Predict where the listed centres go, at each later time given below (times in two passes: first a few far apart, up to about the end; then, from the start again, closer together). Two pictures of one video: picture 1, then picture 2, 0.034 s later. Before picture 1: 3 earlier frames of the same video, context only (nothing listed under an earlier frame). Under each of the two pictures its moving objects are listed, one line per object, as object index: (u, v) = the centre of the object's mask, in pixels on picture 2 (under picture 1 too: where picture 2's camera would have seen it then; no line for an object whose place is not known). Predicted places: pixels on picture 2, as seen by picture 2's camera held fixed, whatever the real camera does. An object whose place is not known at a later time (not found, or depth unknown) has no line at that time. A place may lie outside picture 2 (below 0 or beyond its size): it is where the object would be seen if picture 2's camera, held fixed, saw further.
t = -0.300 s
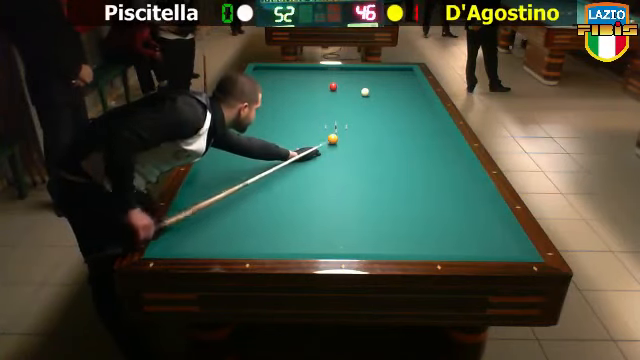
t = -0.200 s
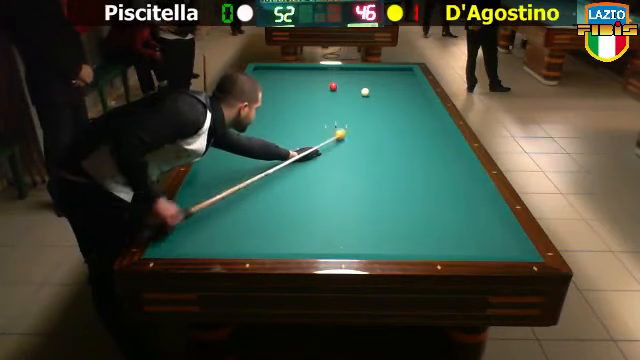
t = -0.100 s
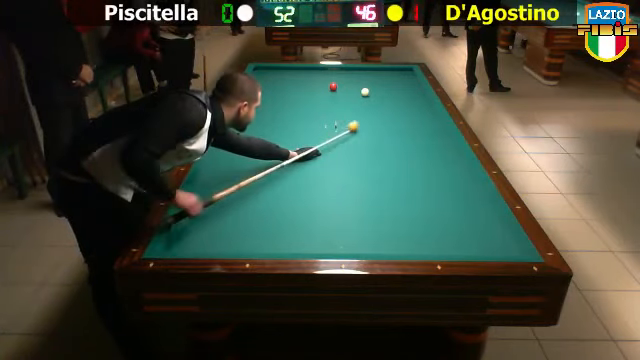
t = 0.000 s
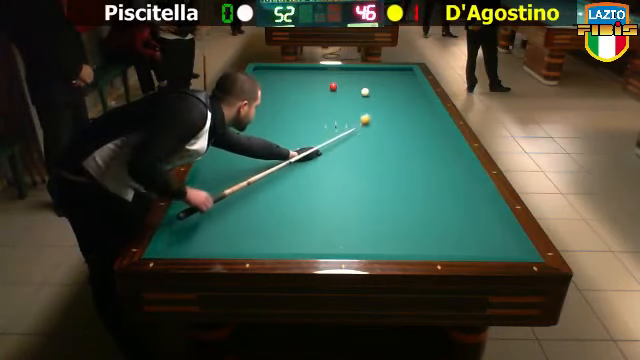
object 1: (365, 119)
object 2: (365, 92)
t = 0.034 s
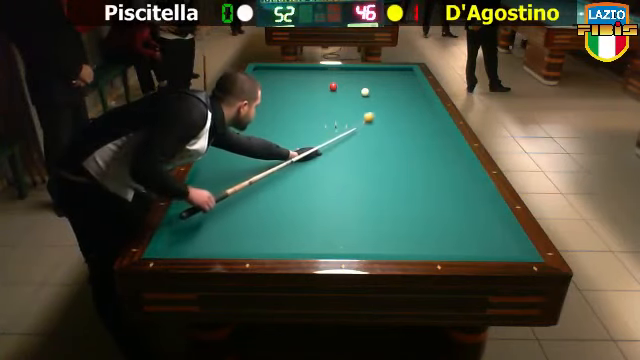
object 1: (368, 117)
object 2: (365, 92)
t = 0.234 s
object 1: (389, 105)
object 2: (365, 92)
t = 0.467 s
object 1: (410, 92)
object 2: (365, 92)
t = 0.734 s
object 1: (406, 81)
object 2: (365, 92)
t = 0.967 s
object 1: (393, 74)
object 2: (365, 92)
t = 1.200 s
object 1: (382, 69)
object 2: (365, 92)
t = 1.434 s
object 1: (379, 73)
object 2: (365, 92)
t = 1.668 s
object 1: (375, 76)
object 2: (365, 92)
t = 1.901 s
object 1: (372, 80)
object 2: (365, 92)
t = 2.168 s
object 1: (368, 84)
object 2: (365, 92)
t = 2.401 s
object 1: (363, 87)
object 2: (365, 92)
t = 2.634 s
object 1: (358, 91)
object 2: (366, 94)
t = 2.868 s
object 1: (352, 92)
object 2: (367, 97)
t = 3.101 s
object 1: (347, 93)
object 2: (368, 99)
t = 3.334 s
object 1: (342, 94)
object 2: (369, 101)
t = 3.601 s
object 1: (337, 95)
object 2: (371, 104)
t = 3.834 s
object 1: (331, 96)
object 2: (372, 107)
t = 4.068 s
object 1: (327, 97)
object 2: (373, 109)
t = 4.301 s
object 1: (322, 98)
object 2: (374, 111)
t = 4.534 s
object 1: (318, 98)
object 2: (375, 113)
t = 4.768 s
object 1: (314, 99)
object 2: (376, 115)
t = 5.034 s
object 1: (310, 100)
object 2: (377, 117)
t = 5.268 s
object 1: (307, 101)
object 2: (378, 119)
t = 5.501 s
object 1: (304, 101)
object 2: (378, 120)
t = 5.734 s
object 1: (301, 102)
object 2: (379, 122)
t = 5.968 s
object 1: (299, 103)
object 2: (379, 123)
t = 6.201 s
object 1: (296, 103)
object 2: (380, 125)
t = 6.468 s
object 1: (294, 104)
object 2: (380, 127)
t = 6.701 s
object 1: (292, 104)
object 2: (381, 128)
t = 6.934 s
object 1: (291, 104)
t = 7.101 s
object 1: (291, 104)
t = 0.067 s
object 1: (372, 115)
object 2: (365, 92)
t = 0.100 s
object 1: (376, 113)
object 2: (365, 92)
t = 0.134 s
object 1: (379, 111)
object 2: (365, 92)
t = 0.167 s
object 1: (382, 109)
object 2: (365, 92)
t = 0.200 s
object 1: (386, 107)
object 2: (365, 92)
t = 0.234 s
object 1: (389, 105)
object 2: (365, 92)
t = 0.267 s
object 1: (393, 103)
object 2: (365, 92)
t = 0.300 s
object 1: (396, 101)
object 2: (365, 92)
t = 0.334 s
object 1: (399, 99)
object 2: (365, 92)
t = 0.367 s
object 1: (402, 97)
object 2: (365, 92)
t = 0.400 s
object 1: (404, 96)
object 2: (365, 92)
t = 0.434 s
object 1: (407, 94)
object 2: (365, 92)
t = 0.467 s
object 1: (410, 92)
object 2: (365, 92)
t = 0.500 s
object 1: (413, 90)
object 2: (365, 92)
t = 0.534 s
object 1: (416, 89)
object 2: (365, 92)
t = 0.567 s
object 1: (418, 87)
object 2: (365, 92)
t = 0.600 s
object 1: (417, 86)
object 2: (365, 92)
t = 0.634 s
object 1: (414, 84)
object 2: (365, 92)
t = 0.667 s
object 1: (411, 83)
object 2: (365, 92)
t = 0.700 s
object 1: (409, 83)
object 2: (365, 92)
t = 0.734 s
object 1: (406, 81)
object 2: (365, 92)
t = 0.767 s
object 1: (405, 80)
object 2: (365, 92)
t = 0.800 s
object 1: (403, 79)
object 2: (365, 92)
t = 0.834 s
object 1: (401, 78)
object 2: (365, 92)
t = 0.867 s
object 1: (399, 77)
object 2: (365, 92)
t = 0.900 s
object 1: (396, 76)
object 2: (365, 92)
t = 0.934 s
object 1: (394, 75)
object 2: (365, 92)
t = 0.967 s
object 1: (393, 74)
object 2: (365, 92)
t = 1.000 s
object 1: (391, 73)
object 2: (365, 92)
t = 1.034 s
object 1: (389, 72)
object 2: (365, 92)
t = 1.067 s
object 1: (387, 71)
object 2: (365, 92)
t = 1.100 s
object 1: (385, 70)
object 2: (365, 92)
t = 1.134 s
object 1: (383, 70)
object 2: (365, 92)
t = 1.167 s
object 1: (382, 69)
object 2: (365, 92)
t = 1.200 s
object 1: (382, 69)
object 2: (365, 92)
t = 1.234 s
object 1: (382, 70)
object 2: (365, 92)
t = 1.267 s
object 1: (381, 70)
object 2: (365, 92)
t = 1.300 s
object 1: (380, 71)
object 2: (365, 92)
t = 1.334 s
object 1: (380, 71)
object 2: (365, 92)
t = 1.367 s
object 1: (380, 72)
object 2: (365, 92)
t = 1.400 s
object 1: (379, 72)
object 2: (365, 92)
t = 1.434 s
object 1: (379, 73)
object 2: (365, 92)
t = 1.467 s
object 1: (379, 73)
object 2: (365, 92)
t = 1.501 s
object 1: (378, 74)
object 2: (365, 92)
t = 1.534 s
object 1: (377, 74)
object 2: (365, 92)
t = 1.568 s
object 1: (377, 75)
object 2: (365, 92)
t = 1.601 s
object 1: (376, 75)
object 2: (365, 92)
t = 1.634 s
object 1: (376, 76)
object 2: (365, 92)
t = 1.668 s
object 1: (375, 76)
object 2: (365, 92)
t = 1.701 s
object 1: (375, 77)
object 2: (365, 92)
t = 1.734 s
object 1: (375, 77)
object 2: (365, 92)
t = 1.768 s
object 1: (374, 78)
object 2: (365, 92)
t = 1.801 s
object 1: (373, 78)
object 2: (365, 92)
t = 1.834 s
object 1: (373, 79)
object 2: (365, 92)
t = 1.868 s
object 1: (372, 80)
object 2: (365, 92)
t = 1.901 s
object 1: (372, 80)
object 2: (365, 92)
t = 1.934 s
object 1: (371, 81)
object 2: (365, 92)
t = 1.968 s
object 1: (371, 82)
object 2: (365, 92)
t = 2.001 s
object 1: (371, 82)
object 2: (364, 92)
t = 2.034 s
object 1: (370, 83)
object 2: (365, 92)
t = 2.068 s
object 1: (369, 83)
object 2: (364, 92)
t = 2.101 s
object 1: (369, 84)
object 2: (364, 92)
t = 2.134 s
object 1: (368, 84)
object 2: (365, 92)
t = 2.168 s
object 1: (368, 84)
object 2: (365, 92)
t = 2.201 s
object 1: (367, 85)
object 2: (365, 92)
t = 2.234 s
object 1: (367, 85)
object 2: (365, 92)
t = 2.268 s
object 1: (366, 85)
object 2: (365, 92)
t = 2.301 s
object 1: (365, 85)
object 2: (365, 92)
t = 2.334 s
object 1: (364, 86)
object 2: (365, 92)
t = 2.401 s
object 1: (363, 87)
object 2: (365, 92)
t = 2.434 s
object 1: (362, 87)
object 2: (365, 92)
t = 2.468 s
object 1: (362, 88)
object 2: (365, 92)
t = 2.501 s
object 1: (360, 89)
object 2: (365, 93)
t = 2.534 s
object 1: (359, 90)
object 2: (365, 93)
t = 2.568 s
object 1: (359, 90)
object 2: (366, 93)
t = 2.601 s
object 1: (358, 90)
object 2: (366, 94)
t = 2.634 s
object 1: (358, 91)
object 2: (366, 94)
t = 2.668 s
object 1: (357, 91)
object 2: (366, 94)
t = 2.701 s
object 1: (357, 91)
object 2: (366, 94)
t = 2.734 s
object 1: (356, 91)
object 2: (366, 95)
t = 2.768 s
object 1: (355, 92)
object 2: (366, 95)
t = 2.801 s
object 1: (354, 92)
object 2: (367, 96)
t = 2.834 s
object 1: (353, 92)
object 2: (367, 96)
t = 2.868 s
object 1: (352, 92)
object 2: (367, 97)
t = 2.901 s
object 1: (351, 92)
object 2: (367, 97)
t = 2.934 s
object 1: (351, 92)
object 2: (367, 97)
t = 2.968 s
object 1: (350, 92)
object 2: (367, 97)
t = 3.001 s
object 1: (349, 92)
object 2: (368, 98)
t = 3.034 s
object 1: (348, 92)
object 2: (368, 98)
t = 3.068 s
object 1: (348, 92)
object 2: (368, 99)
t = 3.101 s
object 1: (347, 93)
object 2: (368, 99)
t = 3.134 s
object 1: (346, 93)
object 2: (368, 99)
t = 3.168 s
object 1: (346, 93)
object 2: (369, 100)
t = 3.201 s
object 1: (345, 93)
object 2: (369, 100)
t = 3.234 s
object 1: (344, 93)
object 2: (369, 100)
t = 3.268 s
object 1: (343, 94)
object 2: (369, 101)
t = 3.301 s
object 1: (342, 94)
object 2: (369, 101)
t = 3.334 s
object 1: (342, 94)
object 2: (369, 101)
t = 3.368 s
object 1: (341, 94)
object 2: (370, 102)
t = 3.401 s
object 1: (340, 94)
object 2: (370, 102)
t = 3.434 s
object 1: (340, 94)
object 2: (370, 102)
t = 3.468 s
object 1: (339, 94)
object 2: (370, 103)
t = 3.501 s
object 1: (339, 94)
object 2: (370, 103)
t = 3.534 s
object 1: (338, 95)
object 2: (371, 104)
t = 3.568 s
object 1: (337, 95)
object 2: (371, 104)
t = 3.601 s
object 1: (337, 95)
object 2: (371, 104)
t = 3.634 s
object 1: (335, 95)
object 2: (371, 105)
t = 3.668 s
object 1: (335, 95)
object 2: (371, 105)
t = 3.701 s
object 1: (334, 96)
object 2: (371, 105)
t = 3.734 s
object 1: (333, 96)
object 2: (372, 106)
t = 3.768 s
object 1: (332, 96)
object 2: (372, 106)
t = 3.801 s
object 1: (332, 96)
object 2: (372, 106)
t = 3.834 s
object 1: (331, 96)
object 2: (372, 107)
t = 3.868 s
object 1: (331, 96)
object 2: (372, 107)
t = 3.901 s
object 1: (331, 96)
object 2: (372, 107)
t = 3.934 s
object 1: (330, 96)
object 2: (372, 108)
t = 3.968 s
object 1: (329, 96)
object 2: (373, 108)
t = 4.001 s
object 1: (329, 96)
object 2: (373, 108)
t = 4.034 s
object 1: (327, 97)
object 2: (373, 109)
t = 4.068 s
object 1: (327, 97)
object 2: (373, 109)
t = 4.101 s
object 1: (326, 97)
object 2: (373, 109)
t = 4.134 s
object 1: (326, 97)
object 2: (374, 109)
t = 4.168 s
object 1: (325, 97)
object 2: (374, 110)
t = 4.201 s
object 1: (324, 97)
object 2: (374, 110)
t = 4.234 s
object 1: (323, 97)
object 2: (374, 110)
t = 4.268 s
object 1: (323, 98)
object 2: (374, 111)
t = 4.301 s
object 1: (322, 98)
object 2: (374, 111)
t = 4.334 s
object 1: (322, 98)
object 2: (374, 111)
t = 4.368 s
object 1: (321, 98)
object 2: (375, 112)
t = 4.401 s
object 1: (321, 98)
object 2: (375, 112)
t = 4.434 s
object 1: (320, 98)
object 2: (375, 112)
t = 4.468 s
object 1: (320, 98)
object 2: (375, 113)
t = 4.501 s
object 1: (319, 98)
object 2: (375, 113)
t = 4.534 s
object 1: (318, 98)
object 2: (375, 113)
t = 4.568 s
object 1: (318, 99)
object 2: (376, 113)
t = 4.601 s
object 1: (317, 99)
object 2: (376, 113)
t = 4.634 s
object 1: (316, 99)
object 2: (376, 114)
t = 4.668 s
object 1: (316, 99)
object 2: (376, 114)
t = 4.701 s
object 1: (315, 99)
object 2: (376, 115)
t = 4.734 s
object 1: (315, 99)
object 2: (376, 115)
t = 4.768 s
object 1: (314, 99)
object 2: (376, 115)
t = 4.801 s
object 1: (314, 99)
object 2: (377, 115)
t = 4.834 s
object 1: (313, 99)
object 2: (377, 116)
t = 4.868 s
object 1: (313, 99)
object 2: (377, 116)
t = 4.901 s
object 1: (312, 100)
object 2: (377, 116)
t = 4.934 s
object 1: (312, 100)
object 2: (377, 116)
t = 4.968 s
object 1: (311, 100)
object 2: (377, 117)
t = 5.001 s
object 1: (311, 100)
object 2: (377, 117)
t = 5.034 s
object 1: (310, 100)
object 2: (377, 117)
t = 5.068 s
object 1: (310, 100)
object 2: (377, 117)
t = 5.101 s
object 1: (309, 100)
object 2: (377, 118)
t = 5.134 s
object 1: (309, 100)
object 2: (378, 118)
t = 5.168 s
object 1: (308, 100)
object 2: (378, 118)
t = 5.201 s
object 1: (308, 100)
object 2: (378, 118)
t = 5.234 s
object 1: (307, 101)
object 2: (378, 119)
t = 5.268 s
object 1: (307, 101)
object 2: (378, 119)
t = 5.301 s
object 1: (306, 101)
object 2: (378, 119)
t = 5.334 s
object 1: (306, 101)
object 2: (378, 119)
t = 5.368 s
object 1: (305, 101)
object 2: (378, 119)
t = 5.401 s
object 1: (305, 101)
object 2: (378, 120)
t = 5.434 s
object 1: (305, 101)
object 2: (378, 120)
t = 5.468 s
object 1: (304, 101)
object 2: (378, 120)
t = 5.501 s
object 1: (304, 101)
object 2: (378, 120)
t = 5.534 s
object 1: (304, 102)
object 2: (379, 121)
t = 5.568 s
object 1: (303, 102)
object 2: (379, 121)
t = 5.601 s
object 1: (303, 102)
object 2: (379, 121)
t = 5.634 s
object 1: (302, 102)
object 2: (379, 122)
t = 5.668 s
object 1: (302, 102)
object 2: (379, 122)
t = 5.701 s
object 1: (301, 102)
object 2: (379, 122)
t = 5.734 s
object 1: (301, 102)
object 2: (379, 122)
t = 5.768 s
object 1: (301, 102)
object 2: (379, 122)
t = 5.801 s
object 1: (300, 102)
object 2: (379, 123)
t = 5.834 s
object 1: (300, 102)
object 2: (379, 123)
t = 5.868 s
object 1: (300, 102)
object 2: (379, 123)
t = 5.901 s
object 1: (299, 102)
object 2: (379, 123)
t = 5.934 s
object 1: (299, 103)
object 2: (380, 123)
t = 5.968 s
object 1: (299, 103)
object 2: (379, 123)
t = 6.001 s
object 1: (298, 103)
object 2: (379, 123)
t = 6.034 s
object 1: (297, 103)
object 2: (379, 124)
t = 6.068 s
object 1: (297, 103)
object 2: (380, 124)
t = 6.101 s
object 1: (297, 103)
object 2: (380, 124)
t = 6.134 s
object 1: (297, 103)
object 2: (380, 125)
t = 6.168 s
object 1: (296, 103)
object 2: (380, 125)
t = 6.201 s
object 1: (296, 103)
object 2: (380, 125)
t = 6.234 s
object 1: (296, 103)
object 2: (380, 125)
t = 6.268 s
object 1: (296, 103)
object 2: (380, 126)
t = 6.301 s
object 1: (295, 103)
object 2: (380, 126)
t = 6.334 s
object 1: (295, 103)
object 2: (380, 126)
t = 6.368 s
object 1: (295, 104)
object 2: (380, 126)
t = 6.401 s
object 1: (294, 103)
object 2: (380, 126)
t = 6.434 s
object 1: (294, 104)
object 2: (380, 126)
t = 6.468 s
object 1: (294, 104)
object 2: (380, 127)
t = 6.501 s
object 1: (294, 104)
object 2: (380, 127)
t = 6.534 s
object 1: (293, 104)
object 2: (381, 127)
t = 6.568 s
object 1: (293, 104)
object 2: (381, 127)
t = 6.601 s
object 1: (293, 104)
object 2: (381, 127)
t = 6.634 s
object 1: (293, 104)
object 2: (381, 127)
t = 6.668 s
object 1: (293, 104)
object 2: (381, 127)
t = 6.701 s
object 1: (292, 104)
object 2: (381, 128)
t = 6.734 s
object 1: (292, 104)
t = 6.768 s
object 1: (292, 104)
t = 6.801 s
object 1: (292, 104)
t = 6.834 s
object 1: (292, 104)
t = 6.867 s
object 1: (291, 104)
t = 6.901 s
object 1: (291, 104)
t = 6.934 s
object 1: (291, 104)
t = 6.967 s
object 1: (291, 104)
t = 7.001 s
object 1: (290, 104)
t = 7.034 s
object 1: (290, 104)
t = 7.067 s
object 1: (291, 104)
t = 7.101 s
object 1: (291, 104)
